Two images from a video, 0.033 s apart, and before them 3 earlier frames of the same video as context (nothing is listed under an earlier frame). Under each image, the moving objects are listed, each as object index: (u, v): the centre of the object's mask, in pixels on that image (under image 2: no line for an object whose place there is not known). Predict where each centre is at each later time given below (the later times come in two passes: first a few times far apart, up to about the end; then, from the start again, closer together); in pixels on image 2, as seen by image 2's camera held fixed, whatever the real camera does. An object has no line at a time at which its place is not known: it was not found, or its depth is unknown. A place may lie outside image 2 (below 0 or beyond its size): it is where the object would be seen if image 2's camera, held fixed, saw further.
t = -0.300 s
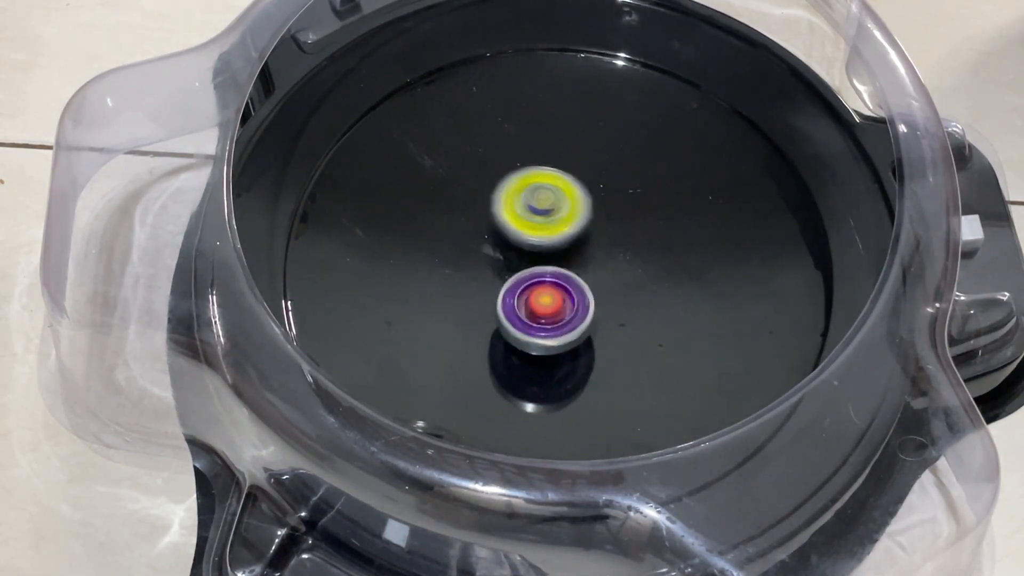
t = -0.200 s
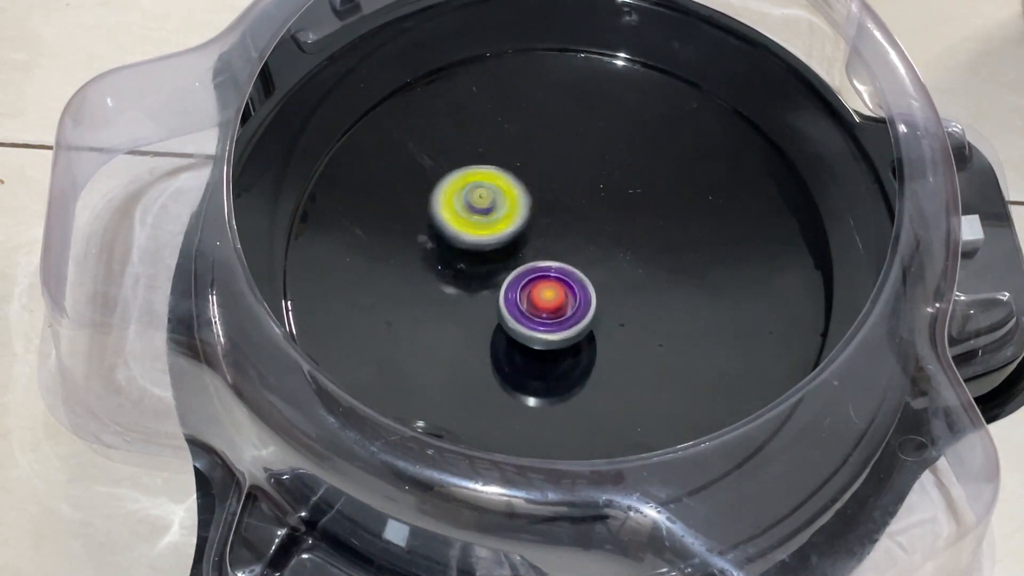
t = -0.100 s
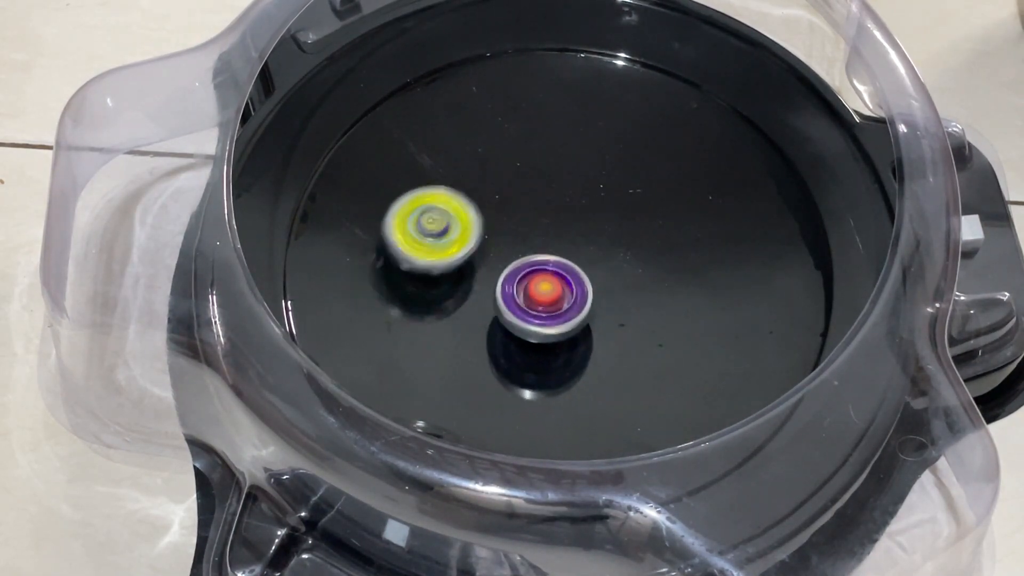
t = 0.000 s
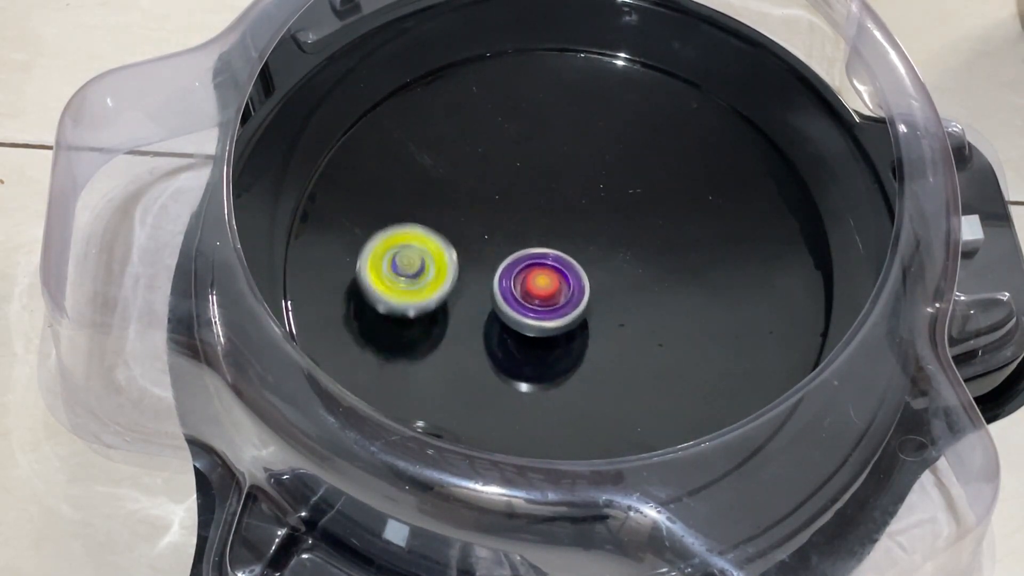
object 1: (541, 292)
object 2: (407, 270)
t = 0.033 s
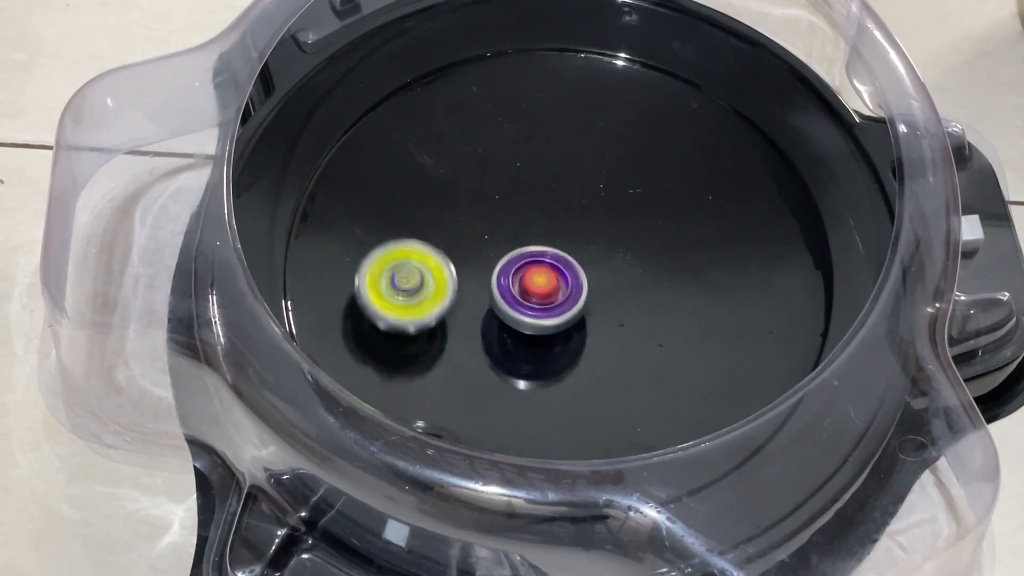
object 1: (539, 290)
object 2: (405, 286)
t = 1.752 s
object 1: (685, 244)
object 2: (587, 353)
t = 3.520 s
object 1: (426, 225)
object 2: (624, 264)
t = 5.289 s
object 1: (492, 262)
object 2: (581, 316)
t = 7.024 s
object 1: (542, 211)
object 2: (567, 301)
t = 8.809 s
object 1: (529, 218)
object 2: (581, 319)
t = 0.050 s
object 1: (538, 289)
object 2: (406, 294)
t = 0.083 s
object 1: (536, 286)
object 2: (412, 311)
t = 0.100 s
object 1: (535, 284)
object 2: (417, 319)
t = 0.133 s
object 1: (533, 281)
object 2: (431, 334)
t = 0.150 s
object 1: (532, 279)
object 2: (441, 341)
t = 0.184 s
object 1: (531, 276)
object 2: (462, 352)
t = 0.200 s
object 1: (530, 275)
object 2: (474, 356)
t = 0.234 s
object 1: (529, 271)
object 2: (500, 360)
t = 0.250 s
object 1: (528, 270)
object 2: (513, 361)
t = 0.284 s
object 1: (526, 267)
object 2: (538, 359)
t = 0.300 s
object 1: (526, 266)
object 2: (551, 356)
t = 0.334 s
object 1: (524, 264)
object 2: (575, 347)
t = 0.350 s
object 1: (524, 263)
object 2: (586, 341)
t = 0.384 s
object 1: (522, 260)
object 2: (606, 328)
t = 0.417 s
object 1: (521, 257)
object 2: (622, 312)
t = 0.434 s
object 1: (521, 257)
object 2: (629, 303)
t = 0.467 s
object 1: (520, 255)
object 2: (638, 286)
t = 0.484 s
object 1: (519, 254)
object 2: (641, 277)
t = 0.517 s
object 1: (519, 252)
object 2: (645, 258)
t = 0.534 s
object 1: (518, 252)
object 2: (645, 249)
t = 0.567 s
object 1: (517, 250)
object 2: (644, 231)
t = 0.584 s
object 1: (516, 250)
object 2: (642, 222)
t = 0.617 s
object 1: (516, 249)
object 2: (637, 205)
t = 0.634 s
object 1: (516, 249)
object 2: (633, 196)
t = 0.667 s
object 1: (516, 248)
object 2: (623, 181)
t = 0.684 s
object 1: (516, 248)
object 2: (618, 174)
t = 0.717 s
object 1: (517, 248)
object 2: (605, 161)
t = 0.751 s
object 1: (518, 249)
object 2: (591, 150)
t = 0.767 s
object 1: (518, 250)
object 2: (583, 145)
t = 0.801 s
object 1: (519, 250)
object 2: (566, 139)
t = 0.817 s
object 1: (519, 251)
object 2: (558, 137)
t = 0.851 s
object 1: (519, 251)
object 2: (539, 136)
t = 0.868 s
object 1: (519, 251)
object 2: (530, 137)
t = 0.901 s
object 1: (519, 251)
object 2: (512, 143)
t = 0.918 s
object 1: (520, 250)
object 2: (503, 147)
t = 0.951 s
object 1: (523, 250)
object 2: (486, 160)
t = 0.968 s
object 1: (524, 250)
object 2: (479, 167)
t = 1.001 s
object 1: (535, 262)
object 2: (460, 170)
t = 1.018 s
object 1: (541, 271)
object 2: (451, 170)
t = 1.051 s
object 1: (553, 286)
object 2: (436, 174)
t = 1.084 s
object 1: (564, 299)
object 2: (425, 182)
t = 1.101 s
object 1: (569, 305)
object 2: (421, 189)
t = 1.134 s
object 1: (578, 315)
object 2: (418, 205)
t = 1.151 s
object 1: (582, 318)
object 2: (417, 214)
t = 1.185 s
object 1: (588, 324)
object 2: (420, 234)
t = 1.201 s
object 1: (591, 325)
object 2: (423, 244)
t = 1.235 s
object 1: (594, 327)
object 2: (432, 265)
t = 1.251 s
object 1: (596, 326)
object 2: (438, 275)
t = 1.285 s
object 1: (599, 325)
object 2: (453, 293)
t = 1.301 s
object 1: (601, 324)
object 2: (462, 301)
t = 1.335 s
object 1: (603, 321)
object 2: (482, 316)
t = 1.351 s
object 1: (605, 320)
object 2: (492, 323)
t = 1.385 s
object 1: (619, 315)
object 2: (500, 332)
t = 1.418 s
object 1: (644, 309)
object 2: (497, 339)
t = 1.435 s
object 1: (655, 306)
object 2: (497, 342)
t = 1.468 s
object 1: (672, 301)
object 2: (500, 347)
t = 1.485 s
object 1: (678, 298)
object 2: (503, 349)
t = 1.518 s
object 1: (686, 293)
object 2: (512, 351)
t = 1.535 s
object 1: (688, 291)
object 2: (518, 352)
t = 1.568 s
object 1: (689, 287)
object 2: (531, 353)
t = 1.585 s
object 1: (688, 285)
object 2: (539, 352)
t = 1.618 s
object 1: (685, 282)
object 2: (556, 351)
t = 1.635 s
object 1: (682, 280)
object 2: (565, 350)
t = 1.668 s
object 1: (675, 278)
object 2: (584, 345)
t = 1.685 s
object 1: (672, 276)
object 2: (594, 342)
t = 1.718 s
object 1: (678, 261)
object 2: (593, 347)
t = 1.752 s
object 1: (685, 244)
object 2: (587, 353)
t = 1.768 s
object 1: (687, 236)
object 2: (584, 355)
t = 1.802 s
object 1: (687, 223)
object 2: (581, 357)
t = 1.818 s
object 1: (686, 218)
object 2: (581, 357)
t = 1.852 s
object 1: (680, 210)
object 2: (582, 355)
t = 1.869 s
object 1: (676, 206)
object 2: (583, 353)
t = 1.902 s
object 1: (666, 202)
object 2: (587, 346)
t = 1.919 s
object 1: (660, 201)
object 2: (589, 342)
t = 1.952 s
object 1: (647, 200)
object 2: (592, 332)
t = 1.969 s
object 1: (641, 200)
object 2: (592, 327)
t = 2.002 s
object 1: (626, 203)
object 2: (589, 315)
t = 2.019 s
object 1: (618, 204)
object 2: (586, 308)
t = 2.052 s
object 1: (604, 208)
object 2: (580, 296)
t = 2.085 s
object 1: (596, 196)
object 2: (563, 306)
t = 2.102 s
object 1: (593, 188)
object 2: (553, 312)
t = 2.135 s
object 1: (587, 176)
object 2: (535, 323)
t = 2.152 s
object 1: (584, 171)
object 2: (527, 327)
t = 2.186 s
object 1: (578, 166)
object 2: (513, 336)
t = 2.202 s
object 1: (575, 164)
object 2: (508, 340)
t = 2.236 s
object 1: (570, 165)
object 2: (499, 347)
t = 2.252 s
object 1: (567, 167)
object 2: (495, 351)
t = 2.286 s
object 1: (564, 171)
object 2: (490, 357)
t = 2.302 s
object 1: (562, 174)
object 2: (489, 360)
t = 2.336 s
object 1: (559, 180)
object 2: (489, 364)
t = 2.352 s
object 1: (557, 184)
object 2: (490, 366)
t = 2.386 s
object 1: (554, 192)
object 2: (494, 369)
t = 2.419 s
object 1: (551, 201)
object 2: (501, 371)
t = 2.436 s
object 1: (550, 205)
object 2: (506, 372)
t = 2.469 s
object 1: (547, 214)
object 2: (517, 372)
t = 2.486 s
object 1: (545, 218)
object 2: (524, 371)
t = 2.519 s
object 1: (543, 226)
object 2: (538, 365)
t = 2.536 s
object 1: (542, 229)
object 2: (545, 361)
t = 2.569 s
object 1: (540, 236)
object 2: (557, 350)
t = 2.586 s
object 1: (539, 238)
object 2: (562, 343)
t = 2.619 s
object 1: (538, 243)
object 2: (569, 329)
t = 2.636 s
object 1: (535, 233)
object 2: (575, 334)
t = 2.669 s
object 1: (527, 209)
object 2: (588, 349)
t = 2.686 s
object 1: (524, 198)
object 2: (594, 355)
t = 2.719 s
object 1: (519, 179)
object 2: (604, 363)
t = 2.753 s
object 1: (516, 166)
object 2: (612, 366)
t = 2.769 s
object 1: (515, 161)
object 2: (616, 365)
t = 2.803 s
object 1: (511, 155)
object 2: (622, 360)
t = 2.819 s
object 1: (510, 154)
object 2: (625, 356)
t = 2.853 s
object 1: (506, 155)
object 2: (628, 345)
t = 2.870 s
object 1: (504, 156)
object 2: (629, 338)
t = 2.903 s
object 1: (500, 161)
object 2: (628, 323)
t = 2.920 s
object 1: (498, 164)
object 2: (626, 315)
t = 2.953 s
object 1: (496, 171)
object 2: (620, 299)
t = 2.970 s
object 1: (495, 176)
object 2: (616, 292)
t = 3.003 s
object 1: (494, 184)
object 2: (606, 278)
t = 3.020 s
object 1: (494, 189)
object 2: (600, 271)
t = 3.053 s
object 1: (495, 199)
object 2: (587, 259)
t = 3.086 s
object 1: (493, 206)
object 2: (579, 253)
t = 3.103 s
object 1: (489, 207)
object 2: (579, 252)
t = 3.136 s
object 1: (483, 211)
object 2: (575, 249)
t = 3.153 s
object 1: (478, 211)
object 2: (576, 250)
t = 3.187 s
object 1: (462, 208)
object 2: (586, 254)
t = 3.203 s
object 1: (456, 207)
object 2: (590, 256)
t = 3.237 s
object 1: (448, 207)
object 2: (595, 259)
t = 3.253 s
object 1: (446, 207)
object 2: (596, 260)
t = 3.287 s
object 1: (445, 209)
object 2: (597, 258)
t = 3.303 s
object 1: (445, 211)
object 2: (597, 257)
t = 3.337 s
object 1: (448, 215)
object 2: (594, 253)
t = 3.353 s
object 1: (450, 217)
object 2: (592, 251)
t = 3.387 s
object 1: (457, 222)
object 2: (585, 248)
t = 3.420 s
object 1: (464, 227)
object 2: (575, 246)
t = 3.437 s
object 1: (469, 230)
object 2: (570, 246)
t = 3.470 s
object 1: (452, 228)
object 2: (591, 253)
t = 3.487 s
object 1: (442, 226)
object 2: (603, 257)
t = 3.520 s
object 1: (426, 225)
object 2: (624, 264)
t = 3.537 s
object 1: (421, 225)
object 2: (633, 266)
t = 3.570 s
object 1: (414, 226)
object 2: (648, 270)
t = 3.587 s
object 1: (412, 226)
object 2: (655, 271)
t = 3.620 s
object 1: (413, 229)
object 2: (665, 271)
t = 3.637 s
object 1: (415, 231)
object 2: (669, 271)
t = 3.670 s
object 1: (421, 236)
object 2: (676, 269)
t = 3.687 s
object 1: (426, 238)
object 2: (678, 267)
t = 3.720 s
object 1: (437, 244)
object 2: (680, 263)
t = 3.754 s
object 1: (451, 250)
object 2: (679, 258)
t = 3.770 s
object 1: (459, 253)
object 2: (677, 255)
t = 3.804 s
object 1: (475, 259)
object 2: (669, 249)
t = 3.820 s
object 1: (483, 262)
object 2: (664, 247)
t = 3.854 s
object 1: (500, 268)
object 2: (650, 244)
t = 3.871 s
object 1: (508, 270)
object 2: (642, 243)
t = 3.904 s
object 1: (523, 274)
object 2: (625, 244)
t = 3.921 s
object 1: (524, 277)
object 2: (623, 244)
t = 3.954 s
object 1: (501, 286)
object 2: (646, 237)
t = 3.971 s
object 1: (490, 290)
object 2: (655, 235)
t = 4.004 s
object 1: (471, 297)
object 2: (669, 231)
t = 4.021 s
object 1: (463, 299)
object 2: (673, 229)
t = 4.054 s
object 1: (452, 304)
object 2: (676, 227)
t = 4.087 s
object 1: (446, 307)
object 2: (673, 224)
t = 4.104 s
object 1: (444, 307)
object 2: (670, 223)
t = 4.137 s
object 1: (445, 307)
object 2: (662, 223)
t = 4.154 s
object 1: (446, 306)
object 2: (656, 224)
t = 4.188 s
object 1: (451, 305)
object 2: (644, 228)
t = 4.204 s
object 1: (453, 304)
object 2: (637, 230)
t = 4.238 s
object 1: (460, 303)
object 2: (623, 237)
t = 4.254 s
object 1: (464, 303)
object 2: (616, 242)
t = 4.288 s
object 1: (472, 301)
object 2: (604, 251)
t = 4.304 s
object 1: (475, 301)
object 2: (598, 256)
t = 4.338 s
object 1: (484, 299)
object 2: (589, 266)
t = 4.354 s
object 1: (485, 298)
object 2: (587, 271)
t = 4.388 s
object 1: (454, 300)
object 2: (618, 275)
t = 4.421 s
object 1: (426, 300)
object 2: (649, 279)
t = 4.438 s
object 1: (414, 300)
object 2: (661, 280)
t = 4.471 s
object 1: (396, 299)
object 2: (684, 285)
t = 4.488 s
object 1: (389, 298)
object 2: (691, 287)
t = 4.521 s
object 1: (382, 297)
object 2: (703, 290)
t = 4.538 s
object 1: (381, 297)
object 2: (707, 292)
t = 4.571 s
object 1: (383, 298)
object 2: (709, 294)
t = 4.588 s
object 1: (386, 299)
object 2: (708, 295)
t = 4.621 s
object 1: (394, 300)
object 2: (702, 294)
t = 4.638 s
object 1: (399, 300)
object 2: (698, 293)
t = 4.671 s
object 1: (411, 301)
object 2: (685, 290)
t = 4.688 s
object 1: (418, 301)
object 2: (678, 289)
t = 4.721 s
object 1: (434, 300)
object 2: (661, 289)
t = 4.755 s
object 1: (451, 299)
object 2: (643, 289)
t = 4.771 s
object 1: (460, 298)
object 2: (634, 289)
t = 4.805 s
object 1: (480, 295)
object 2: (615, 292)
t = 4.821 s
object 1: (489, 294)
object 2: (606, 293)
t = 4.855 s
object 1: (486, 289)
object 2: (613, 297)
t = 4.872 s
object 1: (477, 285)
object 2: (624, 299)
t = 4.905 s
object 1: (462, 278)
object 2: (643, 303)
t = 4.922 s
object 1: (456, 274)
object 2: (651, 305)
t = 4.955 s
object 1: (449, 268)
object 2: (659, 308)
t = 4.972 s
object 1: (446, 266)
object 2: (660, 309)
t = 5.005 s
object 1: (444, 262)
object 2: (660, 309)
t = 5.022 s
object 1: (445, 261)
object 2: (658, 309)
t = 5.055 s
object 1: (447, 259)
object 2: (652, 308)
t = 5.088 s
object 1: (451, 259)
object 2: (643, 306)
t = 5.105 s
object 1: (453, 259)
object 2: (638, 306)
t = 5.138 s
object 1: (459, 260)
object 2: (627, 306)
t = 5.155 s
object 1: (463, 260)
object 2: (623, 306)
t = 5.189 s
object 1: (470, 261)
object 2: (611, 307)
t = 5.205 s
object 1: (475, 262)
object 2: (606, 308)
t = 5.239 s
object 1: (483, 263)
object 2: (594, 309)
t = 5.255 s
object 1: (487, 263)
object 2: (589, 310)
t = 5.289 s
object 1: (492, 262)
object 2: (581, 316)
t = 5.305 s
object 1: (488, 255)
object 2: (587, 324)
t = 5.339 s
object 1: (480, 244)
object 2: (596, 340)
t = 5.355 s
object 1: (478, 239)
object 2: (599, 347)
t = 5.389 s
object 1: (476, 232)
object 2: (606, 357)
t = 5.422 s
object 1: (476, 227)
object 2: (612, 363)
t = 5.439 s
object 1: (477, 226)
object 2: (615, 366)
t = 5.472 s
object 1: (479, 224)
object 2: (621, 369)
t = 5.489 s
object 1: (481, 224)
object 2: (624, 370)
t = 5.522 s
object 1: (485, 225)
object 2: (630, 371)
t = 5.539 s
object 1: (487, 225)
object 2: (633, 370)
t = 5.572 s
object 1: (491, 227)
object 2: (638, 367)
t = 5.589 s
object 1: (493, 228)
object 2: (641, 363)
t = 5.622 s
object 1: (498, 231)
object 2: (642, 355)
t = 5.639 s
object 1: (501, 232)
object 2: (642, 350)
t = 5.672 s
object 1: (506, 235)
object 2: (637, 339)
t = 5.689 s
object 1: (509, 236)
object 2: (634, 333)
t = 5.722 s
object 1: (513, 239)
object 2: (625, 323)
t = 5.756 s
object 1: (518, 241)
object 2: (615, 313)
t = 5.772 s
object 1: (520, 242)
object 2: (609, 309)
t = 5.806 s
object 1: (522, 242)
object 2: (599, 302)
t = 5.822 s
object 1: (515, 233)
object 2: (603, 308)
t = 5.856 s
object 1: (500, 214)
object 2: (614, 322)
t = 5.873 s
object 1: (494, 206)
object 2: (618, 328)
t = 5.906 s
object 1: (484, 192)
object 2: (624, 336)
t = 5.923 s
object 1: (481, 187)
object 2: (626, 339)
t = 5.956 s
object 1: (478, 180)
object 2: (627, 340)
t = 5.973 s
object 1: (478, 179)
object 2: (627, 339)
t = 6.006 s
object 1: (479, 178)
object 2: (624, 334)
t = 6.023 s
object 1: (481, 179)
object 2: (622, 332)
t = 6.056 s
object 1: (485, 182)
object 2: (615, 326)
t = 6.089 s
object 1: (490, 186)
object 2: (607, 320)
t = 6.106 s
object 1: (493, 189)
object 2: (603, 318)
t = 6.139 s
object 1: (499, 196)
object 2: (593, 313)
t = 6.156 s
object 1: (503, 200)
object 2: (589, 311)
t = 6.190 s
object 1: (511, 208)
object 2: (578, 307)
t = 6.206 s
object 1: (515, 212)
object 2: (573, 305)
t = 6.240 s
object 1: (523, 220)
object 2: (563, 303)
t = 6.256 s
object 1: (524, 212)
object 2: (562, 314)
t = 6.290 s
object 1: (524, 193)
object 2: (562, 343)
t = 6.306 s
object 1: (524, 185)
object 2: (561, 354)
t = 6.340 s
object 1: (526, 172)
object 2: (561, 374)
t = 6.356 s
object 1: (527, 168)
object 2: (561, 382)
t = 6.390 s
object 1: (530, 164)
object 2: (562, 394)
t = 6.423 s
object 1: (533, 164)
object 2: (564, 401)
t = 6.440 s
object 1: (534, 166)
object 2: (567, 403)
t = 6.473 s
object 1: (536, 170)
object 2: (571, 406)
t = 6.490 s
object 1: (537, 172)
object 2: (574, 406)
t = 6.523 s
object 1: (539, 178)
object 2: (580, 404)
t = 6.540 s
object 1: (540, 182)
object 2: (584, 402)
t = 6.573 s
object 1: (542, 189)
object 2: (590, 394)
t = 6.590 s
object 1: (543, 193)
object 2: (591, 389)
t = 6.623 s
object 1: (544, 201)
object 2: (594, 377)
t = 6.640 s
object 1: (545, 206)
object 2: (594, 371)
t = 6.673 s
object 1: (547, 214)
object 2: (593, 357)
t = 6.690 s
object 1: (547, 218)
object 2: (592, 350)
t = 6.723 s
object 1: (549, 226)
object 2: (588, 335)
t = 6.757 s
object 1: (550, 233)
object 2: (584, 321)
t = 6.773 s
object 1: (550, 233)
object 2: (582, 319)
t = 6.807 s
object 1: (547, 227)
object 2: (583, 321)
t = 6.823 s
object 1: (546, 224)
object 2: (582, 321)
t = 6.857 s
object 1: (545, 221)
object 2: (580, 317)
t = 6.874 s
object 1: (545, 221)
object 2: (578, 314)
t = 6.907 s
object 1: (545, 221)
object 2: (575, 307)
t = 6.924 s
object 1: (544, 220)
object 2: (574, 305)
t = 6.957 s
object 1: (544, 216)
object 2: (571, 304)
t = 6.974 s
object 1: (543, 215)
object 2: (570, 302)
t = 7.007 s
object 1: (542, 212)
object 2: (568, 301)
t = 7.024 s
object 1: (542, 211)
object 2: (567, 301)
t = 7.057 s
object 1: (541, 210)
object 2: (564, 298)
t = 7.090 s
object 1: (540, 209)
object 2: (560, 297)
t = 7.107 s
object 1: (540, 208)
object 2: (558, 299)
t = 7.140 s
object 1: (539, 207)
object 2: (554, 303)
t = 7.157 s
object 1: (539, 207)
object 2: (551, 305)
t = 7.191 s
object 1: (539, 209)
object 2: (547, 307)
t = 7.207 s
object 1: (539, 211)
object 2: (546, 309)
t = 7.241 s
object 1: (539, 215)
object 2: (542, 311)
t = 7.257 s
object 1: (538, 217)
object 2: (540, 313)
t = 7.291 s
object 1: (538, 220)
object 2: (539, 316)
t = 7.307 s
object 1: (538, 222)
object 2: (539, 318)
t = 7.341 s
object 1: (538, 226)
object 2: (539, 321)
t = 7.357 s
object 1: (537, 227)
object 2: (540, 322)
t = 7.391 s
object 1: (537, 230)
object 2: (542, 323)
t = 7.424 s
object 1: (536, 234)
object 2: (545, 323)
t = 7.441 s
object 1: (535, 235)
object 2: (547, 323)
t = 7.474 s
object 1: (535, 234)
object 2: (549, 327)
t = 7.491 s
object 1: (535, 234)
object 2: (550, 328)
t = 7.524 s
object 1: (535, 235)
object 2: (556, 328)
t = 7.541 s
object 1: (535, 236)
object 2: (557, 327)
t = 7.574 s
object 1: (535, 238)
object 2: (558, 325)
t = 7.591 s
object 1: (535, 233)
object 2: (559, 329)
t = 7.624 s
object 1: (533, 219)
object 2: (561, 339)
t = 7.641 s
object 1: (532, 213)
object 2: (562, 342)
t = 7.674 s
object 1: (532, 205)
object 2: (566, 348)
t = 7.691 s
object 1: (532, 202)
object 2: (568, 349)
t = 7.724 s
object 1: (531, 199)
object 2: (572, 352)
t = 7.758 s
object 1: (530, 199)
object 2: (577, 357)
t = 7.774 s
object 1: (530, 199)
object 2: (580, 359)
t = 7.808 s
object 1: (529, 201)
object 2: (587, 360)
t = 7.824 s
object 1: (529, 202)
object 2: (589, 360)
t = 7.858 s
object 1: (528, 204)
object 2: (596, 358)
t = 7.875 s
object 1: (528, 205)
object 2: (600, 356)
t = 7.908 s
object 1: (527, 208)
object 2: (605, 351)
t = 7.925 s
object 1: (527, 209)
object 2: (606, 347)
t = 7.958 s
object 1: (527, 211)
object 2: (607, 339)
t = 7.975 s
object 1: (527, 213)
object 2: (608, 336)
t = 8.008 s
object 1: (527, 215)
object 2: (606, 327)
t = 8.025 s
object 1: (527, 216)
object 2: (605, 322)
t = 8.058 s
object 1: (527, 219)
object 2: (603, 314)
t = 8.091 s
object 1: (528, 221)
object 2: (599, 305)
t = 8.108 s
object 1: (528, 222)
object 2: (598, 301)
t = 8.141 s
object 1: (528, 224)
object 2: (594, 294)
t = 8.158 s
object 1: (526, 220)
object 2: (596, 295)
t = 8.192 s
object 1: (518, 209)
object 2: (602, 300)
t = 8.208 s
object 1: (515, 205)
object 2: (605, 303)
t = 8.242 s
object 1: (512, 199)
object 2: (608, 304)
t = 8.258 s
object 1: (511, 197)
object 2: (609, 304)
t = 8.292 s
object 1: (511, 196)
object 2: (609, 300)
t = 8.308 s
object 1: (512, 196)
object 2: (610, 298)
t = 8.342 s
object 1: (513, 197)
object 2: (610, 293)
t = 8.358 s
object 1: (514, 198)
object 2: (609, 289)
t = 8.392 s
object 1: (516, 200)
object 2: (608, 283)
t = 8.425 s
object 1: (519, 202)
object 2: (603, 277)
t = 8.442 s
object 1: (520, 204)
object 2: (600, 274)
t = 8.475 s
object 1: (522, 207)
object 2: (595, 270)
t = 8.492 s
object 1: (521, 206)
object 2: (594, 271)
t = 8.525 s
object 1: (519, 204)
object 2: (592, 274)
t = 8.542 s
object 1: (519, 204)
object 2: (590, 276)
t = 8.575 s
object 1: (520, 205)
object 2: (587, 279)
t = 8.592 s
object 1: (520, 206)
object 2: (586, 281)
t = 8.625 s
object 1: (522, 208)
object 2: (583, 286)
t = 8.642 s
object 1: (523, 210)
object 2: (582, 287)
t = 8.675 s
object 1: (525, 213)
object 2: (581, 291)
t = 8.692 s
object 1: (526, 215)
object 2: (580, 293)
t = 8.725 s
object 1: (528, 219)
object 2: (579, 296)
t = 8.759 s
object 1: (529, 221)
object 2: (578, 301)
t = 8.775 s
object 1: (530, 220)
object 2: (579, 308)
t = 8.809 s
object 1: (529, 218)
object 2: (581, 319)
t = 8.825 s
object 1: (530, 218)
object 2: (582, 323)
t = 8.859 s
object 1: (531, 219)
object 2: (584, 329)
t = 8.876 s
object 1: (531, 220)
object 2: (586, 331)
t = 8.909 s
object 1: (532, 222)
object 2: (589, 336)
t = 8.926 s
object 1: (533, 223)
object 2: (591, 338)
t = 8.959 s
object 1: (533, 225)
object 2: (594, 341)
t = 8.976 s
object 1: (533, 226)
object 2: (596, 342)
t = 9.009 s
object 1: (534, 228)
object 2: (600, 344)
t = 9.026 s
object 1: (534, 229)
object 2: (601, 344)
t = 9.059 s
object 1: (535, 230)
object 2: (605, 342)
